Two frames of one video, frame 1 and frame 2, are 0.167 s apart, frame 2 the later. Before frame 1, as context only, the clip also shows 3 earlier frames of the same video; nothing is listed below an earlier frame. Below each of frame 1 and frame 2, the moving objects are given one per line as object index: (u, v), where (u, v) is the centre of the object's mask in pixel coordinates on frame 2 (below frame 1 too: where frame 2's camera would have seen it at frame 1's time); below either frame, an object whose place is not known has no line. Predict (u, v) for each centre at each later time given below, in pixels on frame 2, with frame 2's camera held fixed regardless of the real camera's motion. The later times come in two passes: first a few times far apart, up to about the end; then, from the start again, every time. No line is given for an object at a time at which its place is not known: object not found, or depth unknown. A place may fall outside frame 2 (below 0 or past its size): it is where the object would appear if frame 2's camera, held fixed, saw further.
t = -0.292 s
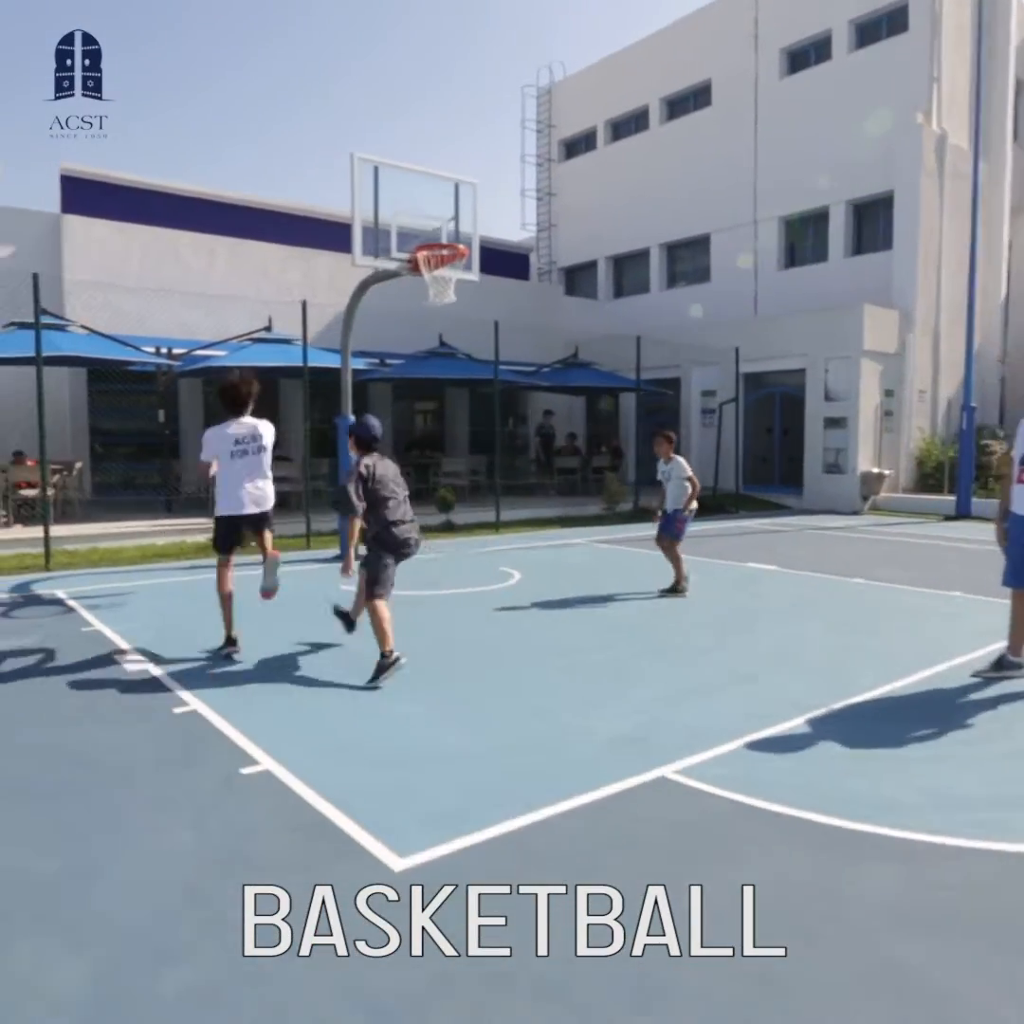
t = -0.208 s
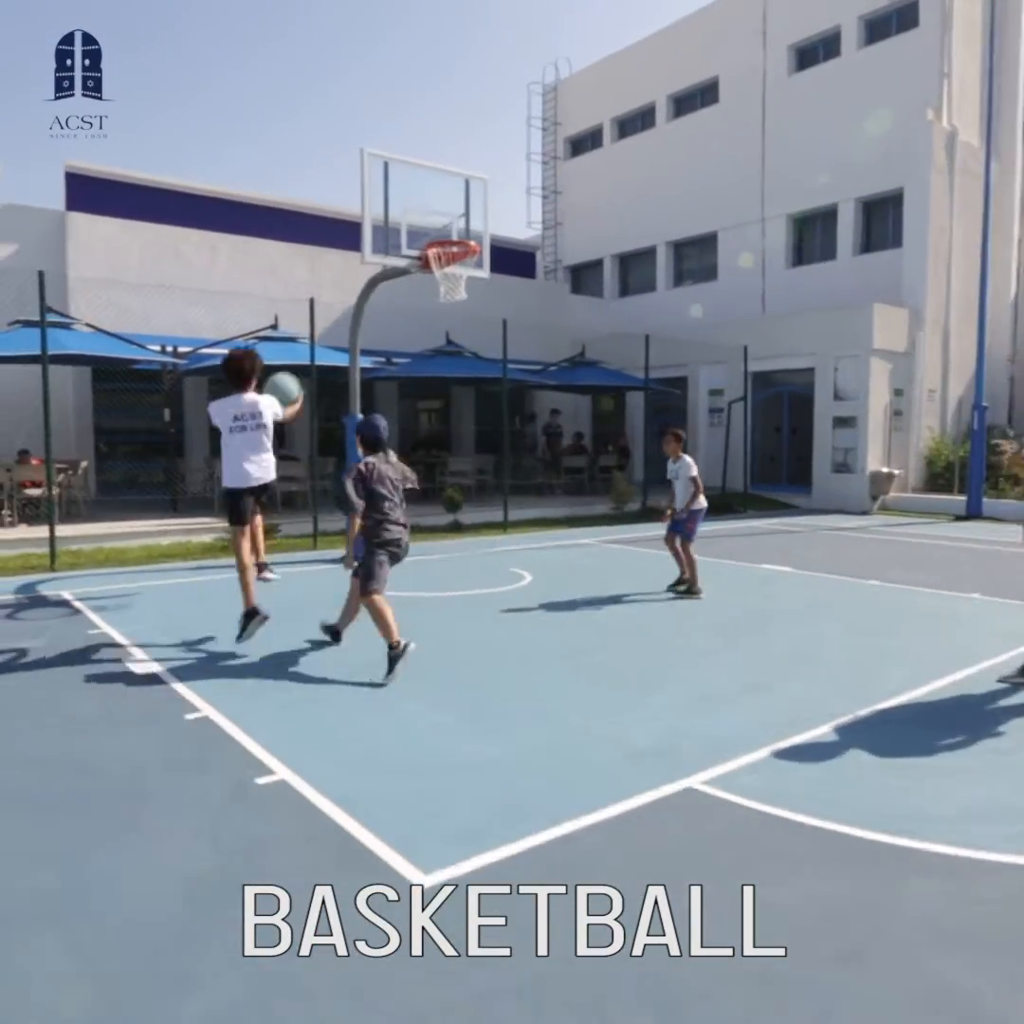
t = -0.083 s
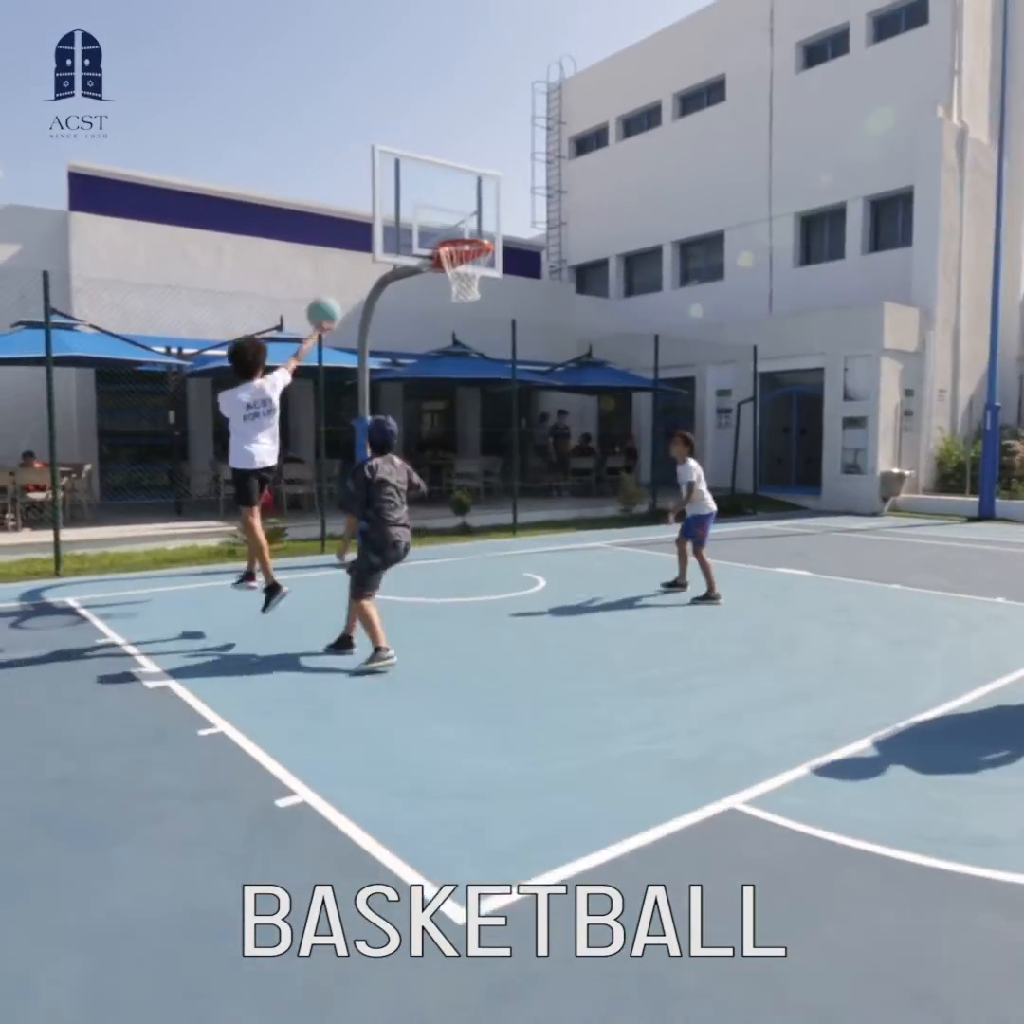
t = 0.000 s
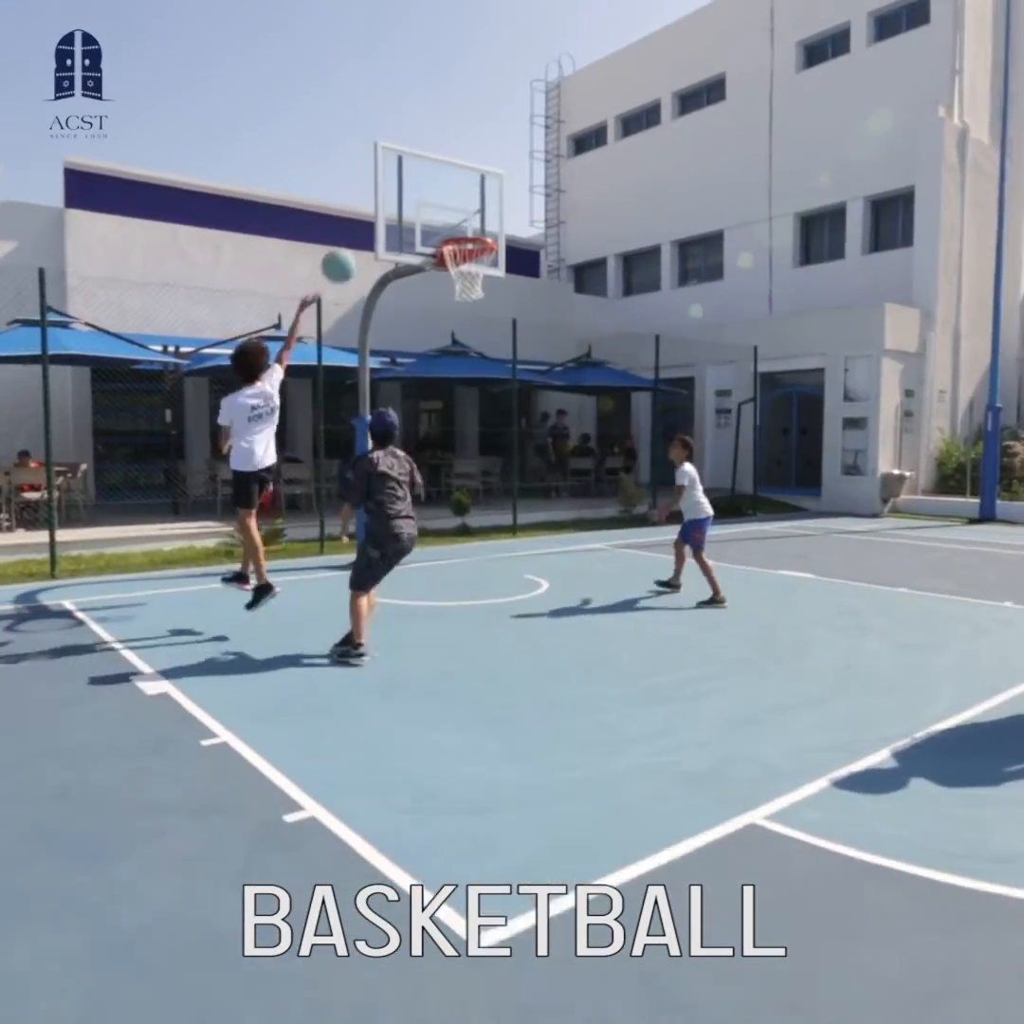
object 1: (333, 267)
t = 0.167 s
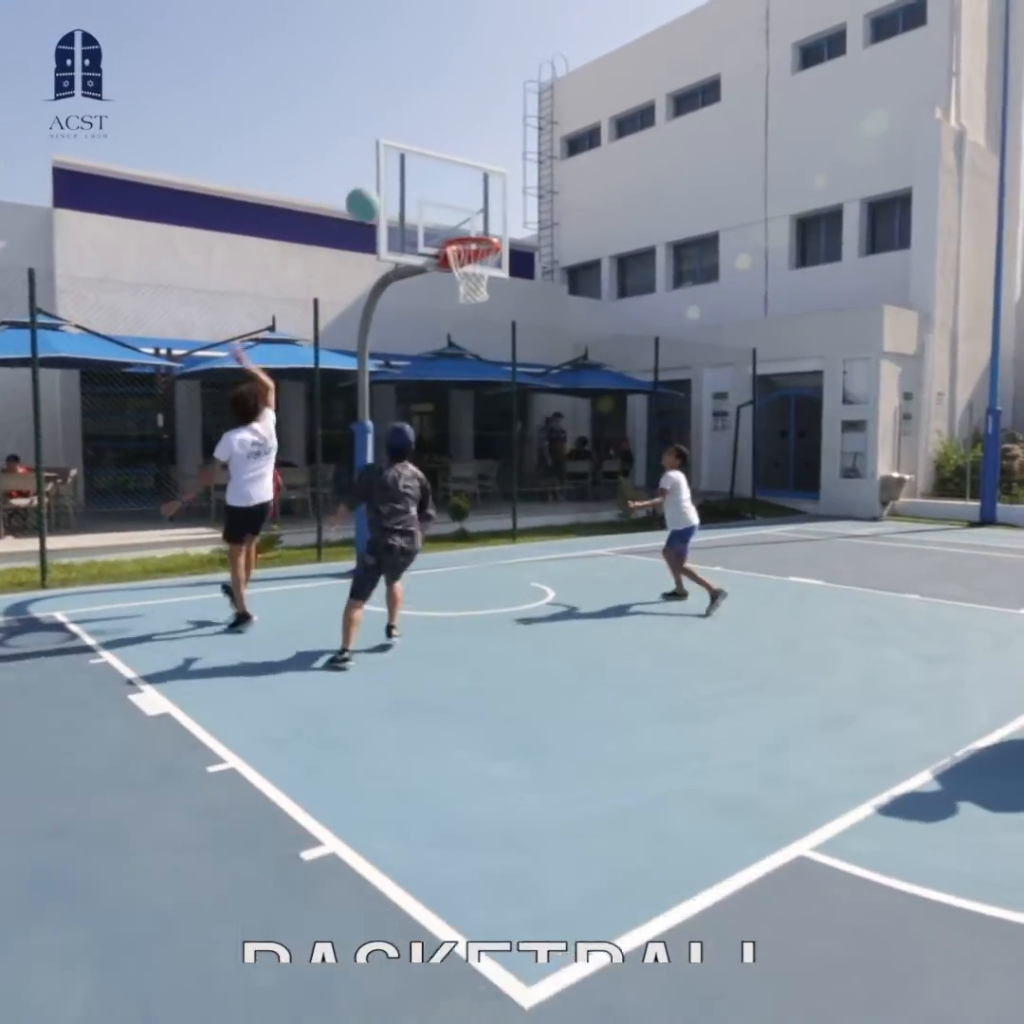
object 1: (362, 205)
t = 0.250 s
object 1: (373, 188)
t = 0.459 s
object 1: (400, 190)
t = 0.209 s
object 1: (367, 195)
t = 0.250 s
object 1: (373, 188)
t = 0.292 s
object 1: (379, 184)
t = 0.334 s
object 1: (384, 183)
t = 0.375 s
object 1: (391, 183)
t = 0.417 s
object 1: (395, 185)
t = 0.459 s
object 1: (400, 190)
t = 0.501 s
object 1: (404, 198)
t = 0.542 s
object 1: (409, 206)
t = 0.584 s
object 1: (413, 218)
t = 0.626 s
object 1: (417, 230)
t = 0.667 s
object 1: (421, 244)
